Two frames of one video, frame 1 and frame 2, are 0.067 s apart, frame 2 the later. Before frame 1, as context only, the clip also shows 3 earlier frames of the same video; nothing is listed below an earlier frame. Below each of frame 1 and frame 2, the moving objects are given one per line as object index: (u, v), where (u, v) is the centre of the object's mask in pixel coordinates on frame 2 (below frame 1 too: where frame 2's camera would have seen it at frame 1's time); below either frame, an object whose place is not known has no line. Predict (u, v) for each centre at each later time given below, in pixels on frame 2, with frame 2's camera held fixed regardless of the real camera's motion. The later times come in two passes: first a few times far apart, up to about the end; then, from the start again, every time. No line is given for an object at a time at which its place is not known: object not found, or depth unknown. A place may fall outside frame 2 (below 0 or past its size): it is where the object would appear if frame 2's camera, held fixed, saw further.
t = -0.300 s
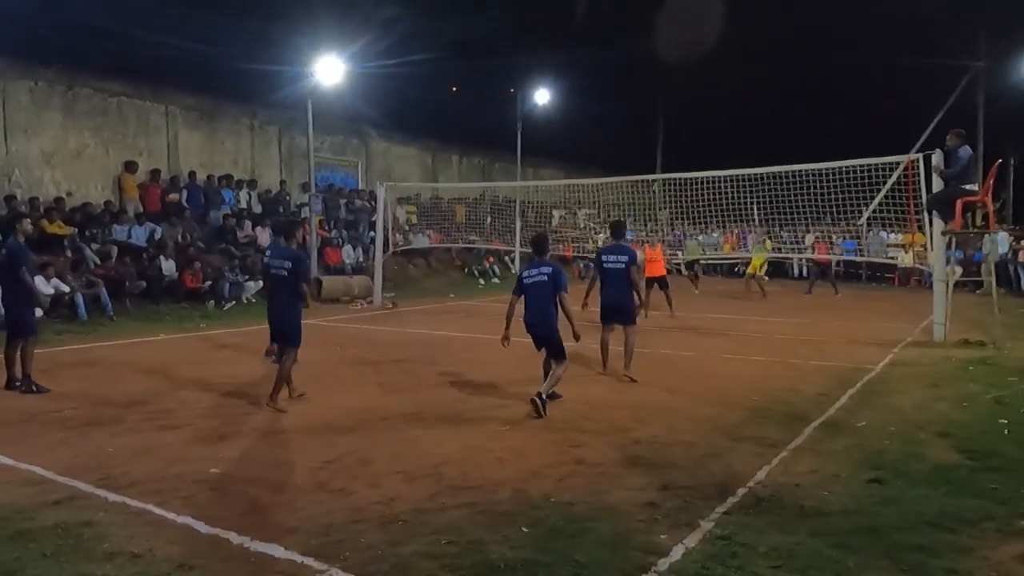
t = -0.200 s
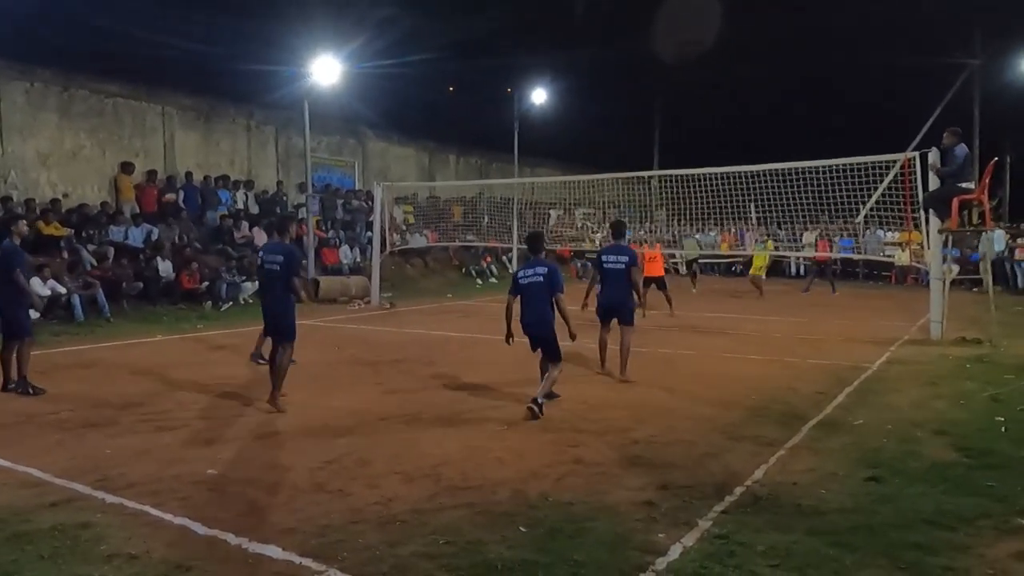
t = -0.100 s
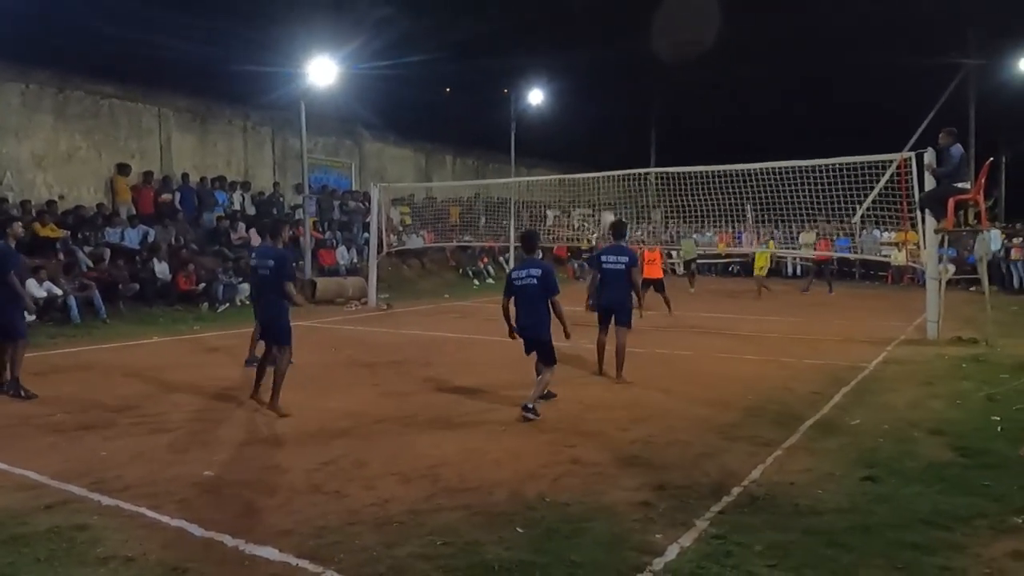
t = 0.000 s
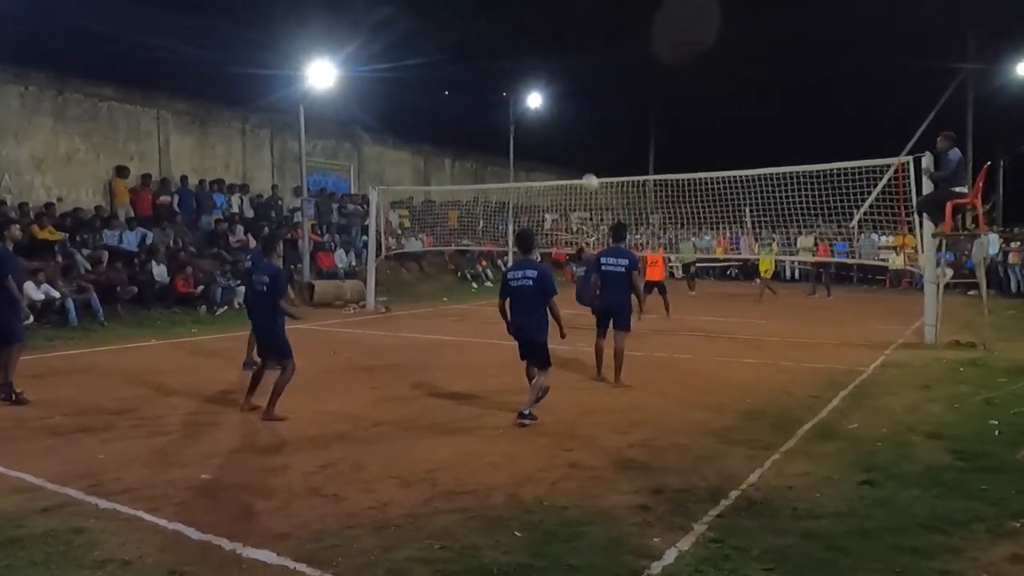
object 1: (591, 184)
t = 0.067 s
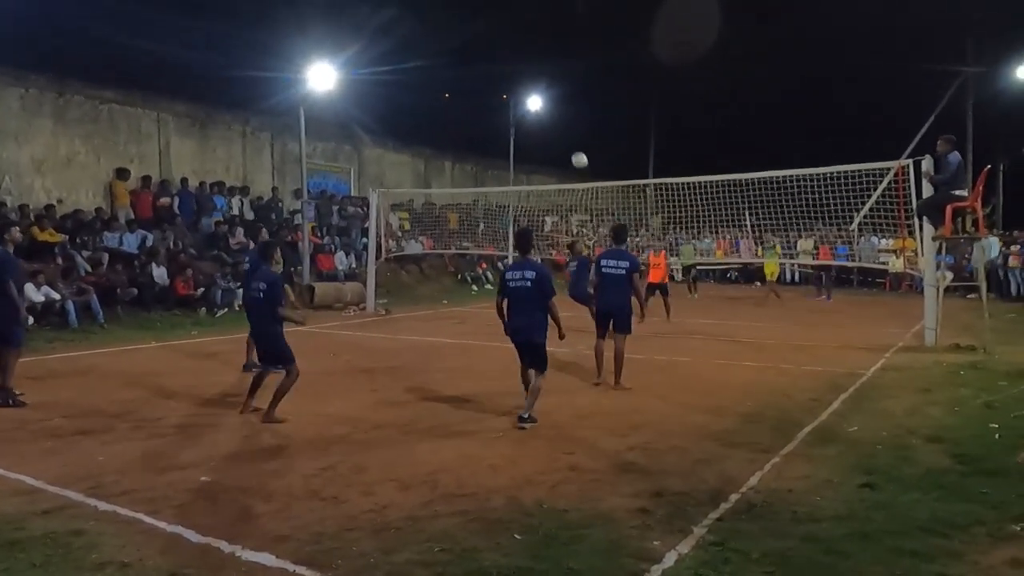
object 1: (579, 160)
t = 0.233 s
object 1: (553, 112)
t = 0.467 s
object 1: (509, 64)
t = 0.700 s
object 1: (461, 56)
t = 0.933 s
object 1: (407, 99)
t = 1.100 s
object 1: (366, 167)
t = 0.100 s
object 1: (574, 148)
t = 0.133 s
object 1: (568, 137)
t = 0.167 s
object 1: (562, 127)
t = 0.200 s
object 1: (556, 117)
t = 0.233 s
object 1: (553, 112)
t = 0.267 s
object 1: (549, 103)
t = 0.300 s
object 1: (542, 93)
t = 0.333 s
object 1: (535, 86)
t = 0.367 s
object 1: (528, 80)
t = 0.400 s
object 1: (522, 74)
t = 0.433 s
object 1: (516, 68)
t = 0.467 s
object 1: (509, 64)
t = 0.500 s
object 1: (503, 60)
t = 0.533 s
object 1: (496, 56)
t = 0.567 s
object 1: (489, 54)
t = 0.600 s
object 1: (482, 53)
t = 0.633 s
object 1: (475, 53)
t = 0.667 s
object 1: (468, 54)
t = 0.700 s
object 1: (461, 56)
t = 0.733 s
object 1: (453, 58)
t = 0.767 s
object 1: (446, 62)
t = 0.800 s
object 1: (438, 67)
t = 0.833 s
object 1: (431, 73)
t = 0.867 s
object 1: (423, 81)
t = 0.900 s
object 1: (415, 90)
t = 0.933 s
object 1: (407, 99)
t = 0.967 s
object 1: (399, 110)
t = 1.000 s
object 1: (390, 122)
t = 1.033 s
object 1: (383, 135)
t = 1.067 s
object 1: (374, 151)
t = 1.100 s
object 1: (366, 167)
